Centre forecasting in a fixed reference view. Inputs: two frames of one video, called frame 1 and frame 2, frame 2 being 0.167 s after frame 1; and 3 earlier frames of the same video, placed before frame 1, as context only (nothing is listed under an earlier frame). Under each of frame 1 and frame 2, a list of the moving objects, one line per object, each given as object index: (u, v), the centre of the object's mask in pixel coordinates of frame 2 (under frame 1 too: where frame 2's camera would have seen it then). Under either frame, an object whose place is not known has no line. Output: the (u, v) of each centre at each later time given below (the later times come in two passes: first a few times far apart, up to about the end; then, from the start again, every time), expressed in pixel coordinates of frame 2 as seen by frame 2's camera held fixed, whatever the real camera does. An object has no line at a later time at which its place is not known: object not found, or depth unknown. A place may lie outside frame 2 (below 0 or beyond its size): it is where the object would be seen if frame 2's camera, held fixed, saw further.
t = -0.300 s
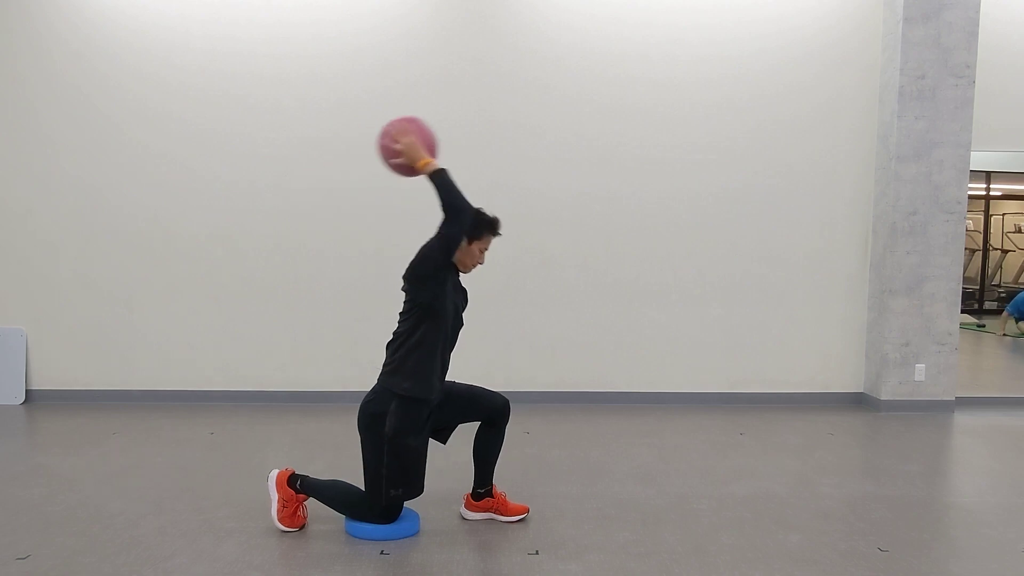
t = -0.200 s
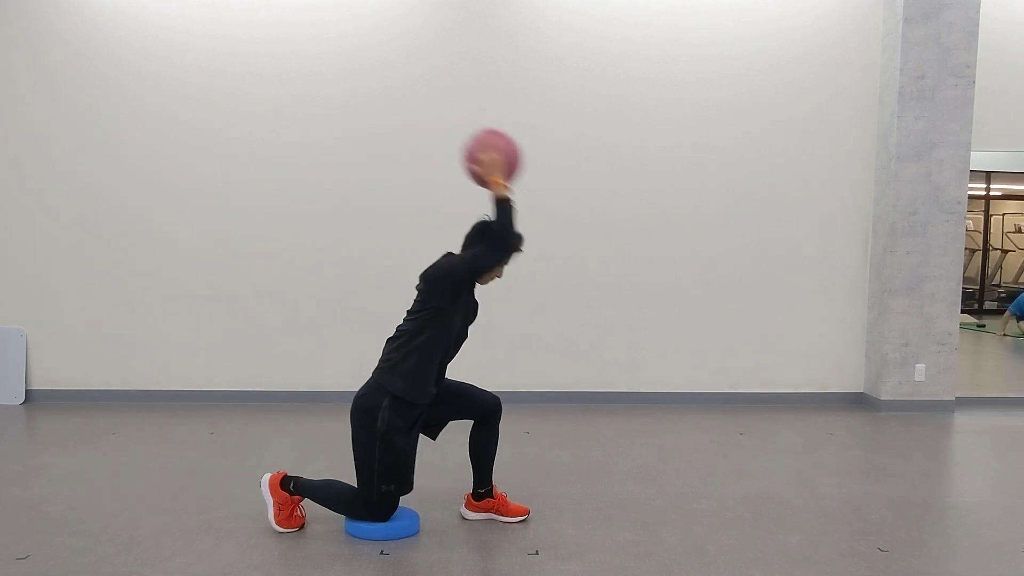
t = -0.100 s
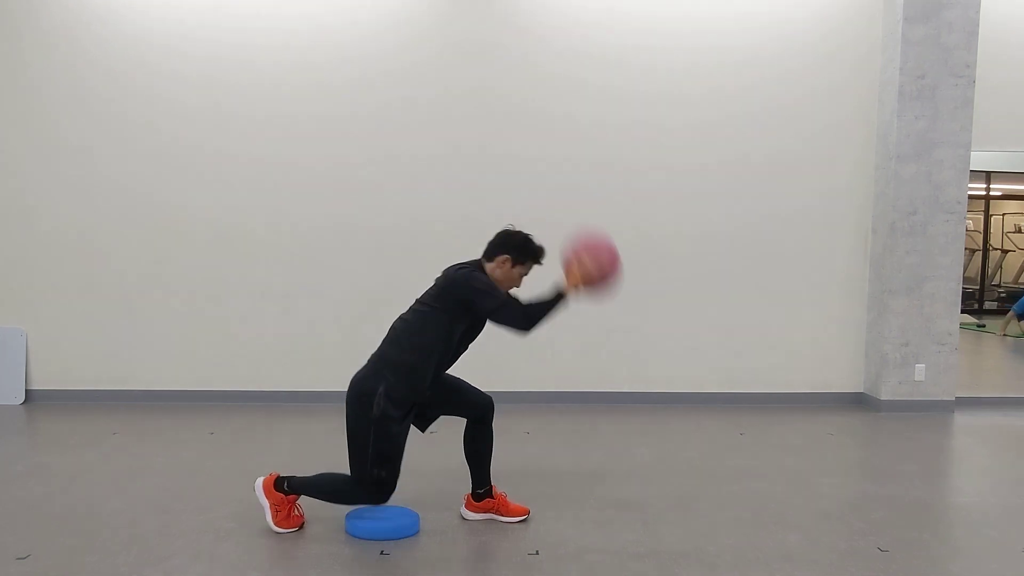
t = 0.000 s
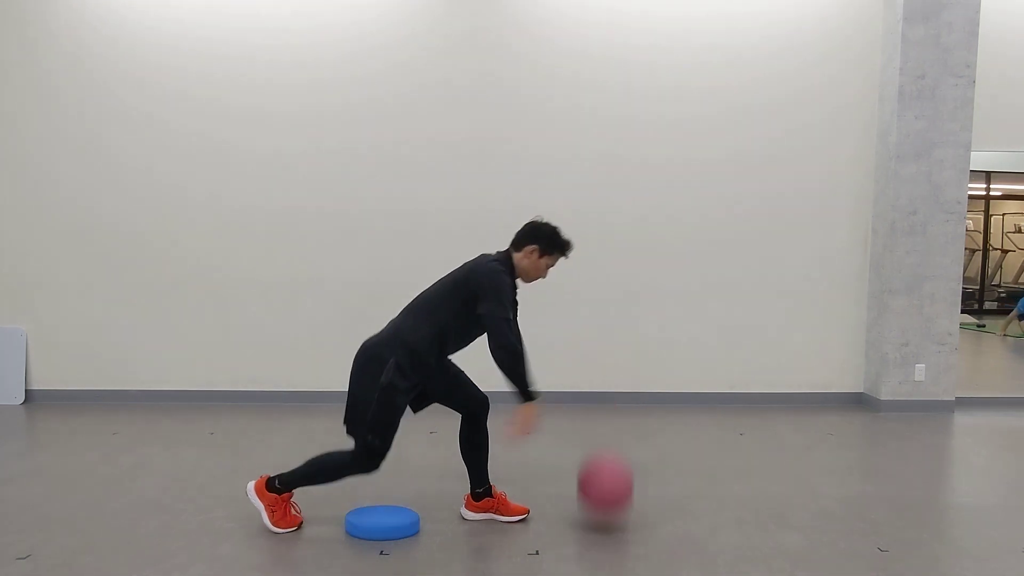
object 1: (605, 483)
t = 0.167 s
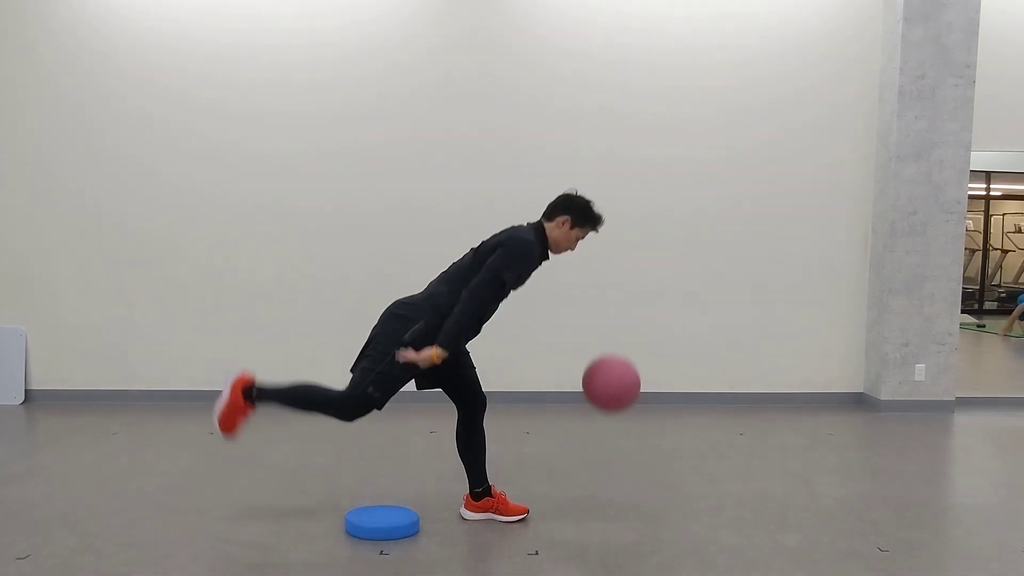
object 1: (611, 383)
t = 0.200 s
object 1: (613, 361)
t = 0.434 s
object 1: (621, 276)
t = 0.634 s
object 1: (626, 303)
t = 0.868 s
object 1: (629, 457)
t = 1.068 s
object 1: (631, 454)
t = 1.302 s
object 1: (632, 461)
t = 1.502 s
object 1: (632, 491)
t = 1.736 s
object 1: (631, 506)
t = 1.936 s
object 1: (630, 505)
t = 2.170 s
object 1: (628, 507)
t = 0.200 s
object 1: (613, 361)
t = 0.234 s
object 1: (614, 341)
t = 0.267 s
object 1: (615, 324)
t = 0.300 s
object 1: (616, 310)
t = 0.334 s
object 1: (618, 298)
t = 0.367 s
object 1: (619, 288)
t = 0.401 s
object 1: (620, 281)
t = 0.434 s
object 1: (621, 276)
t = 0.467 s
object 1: (622, 274)
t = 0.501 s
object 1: (623, 275)
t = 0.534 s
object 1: (623, 278)
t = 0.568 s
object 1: (624, 284)
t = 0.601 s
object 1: (625, 292)
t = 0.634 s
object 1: (626, 303)
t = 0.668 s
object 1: (626, 317)
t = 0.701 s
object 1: (627, 334)
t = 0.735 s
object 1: (627, 353)
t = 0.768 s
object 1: (628, 375)
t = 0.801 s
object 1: (628, 400)
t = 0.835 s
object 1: (629, 426)
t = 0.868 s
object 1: (629, 457)
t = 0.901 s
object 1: (629, 488)
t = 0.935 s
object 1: (629, 506)
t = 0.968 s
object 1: (630, 488)
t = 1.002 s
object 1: (630, 474)
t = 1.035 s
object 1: (631, 463)
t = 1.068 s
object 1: (631, 454)
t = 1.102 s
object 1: (631, 447)
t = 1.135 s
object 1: (632, 443)
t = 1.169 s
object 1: (632, 442)
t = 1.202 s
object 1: (632, 442)
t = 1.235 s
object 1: (632, 446)
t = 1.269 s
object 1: (632, 452)
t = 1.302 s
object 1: (632, 461)
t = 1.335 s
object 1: (632, 472)
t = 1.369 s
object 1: (632, 486)
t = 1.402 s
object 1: (632, 504)
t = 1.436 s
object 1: (632, 506)
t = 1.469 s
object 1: (632, 497)
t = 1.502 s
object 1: (632, 491)
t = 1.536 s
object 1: (632, 487)
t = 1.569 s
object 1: (632, 486)
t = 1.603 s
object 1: (632, 488)
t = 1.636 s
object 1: (632, 492)
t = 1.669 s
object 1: (632, 498)
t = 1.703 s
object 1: (631, 508)
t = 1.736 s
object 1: (631, 506)
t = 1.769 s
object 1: (631, 501)
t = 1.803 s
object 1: (631, 500)
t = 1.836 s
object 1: (631, 501)
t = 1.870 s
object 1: (631, 505)
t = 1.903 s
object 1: (630, 507)
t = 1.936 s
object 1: (630, 505)
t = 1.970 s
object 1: (630, 505)
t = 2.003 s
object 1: (630, 507)
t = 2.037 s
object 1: (629, 507)
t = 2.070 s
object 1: (629, 507)
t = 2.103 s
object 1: (629, 507)
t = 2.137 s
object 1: (629, 507)
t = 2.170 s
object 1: (628, 507)
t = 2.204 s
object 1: (628, 507)
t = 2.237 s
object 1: (628, 507)
